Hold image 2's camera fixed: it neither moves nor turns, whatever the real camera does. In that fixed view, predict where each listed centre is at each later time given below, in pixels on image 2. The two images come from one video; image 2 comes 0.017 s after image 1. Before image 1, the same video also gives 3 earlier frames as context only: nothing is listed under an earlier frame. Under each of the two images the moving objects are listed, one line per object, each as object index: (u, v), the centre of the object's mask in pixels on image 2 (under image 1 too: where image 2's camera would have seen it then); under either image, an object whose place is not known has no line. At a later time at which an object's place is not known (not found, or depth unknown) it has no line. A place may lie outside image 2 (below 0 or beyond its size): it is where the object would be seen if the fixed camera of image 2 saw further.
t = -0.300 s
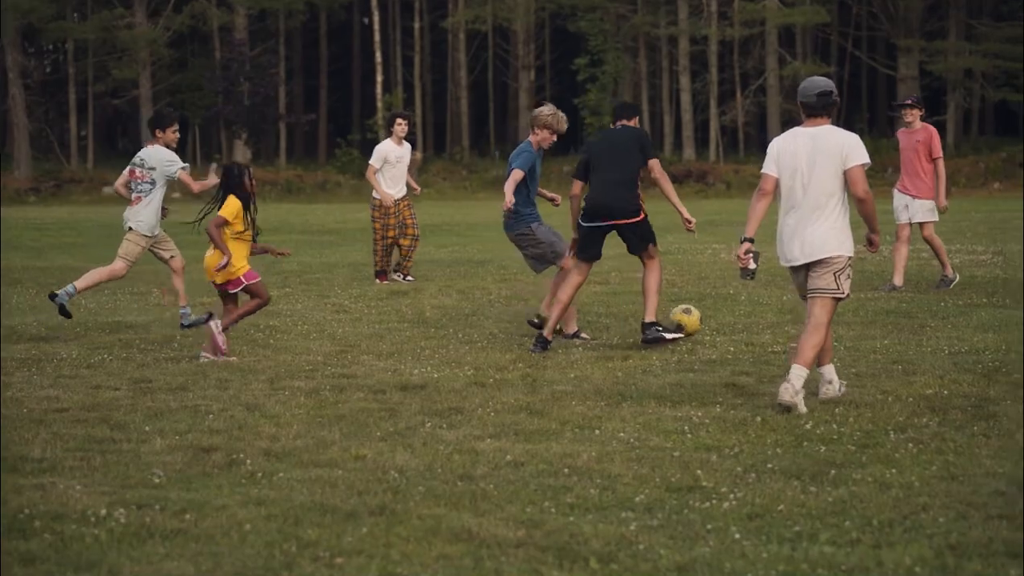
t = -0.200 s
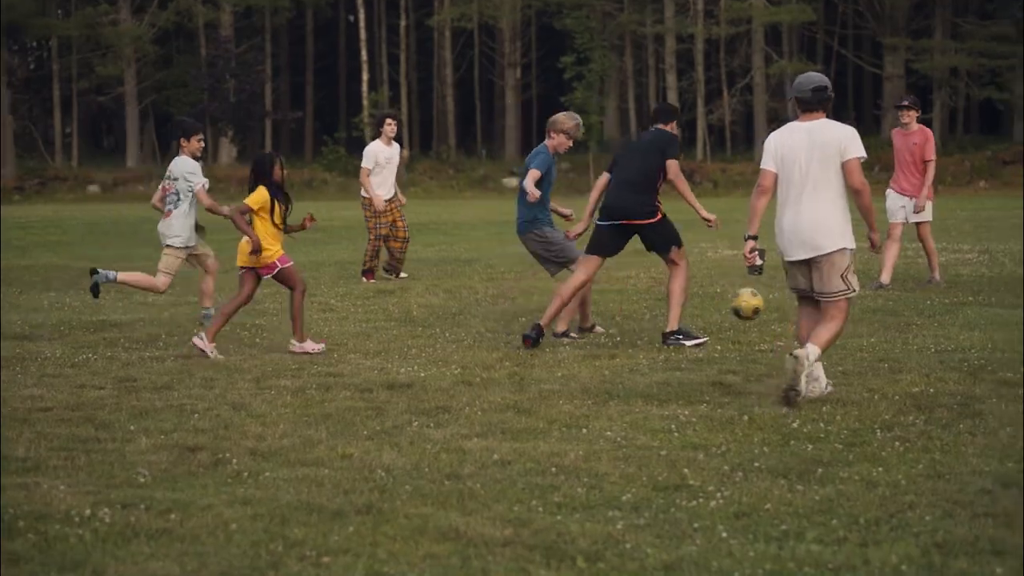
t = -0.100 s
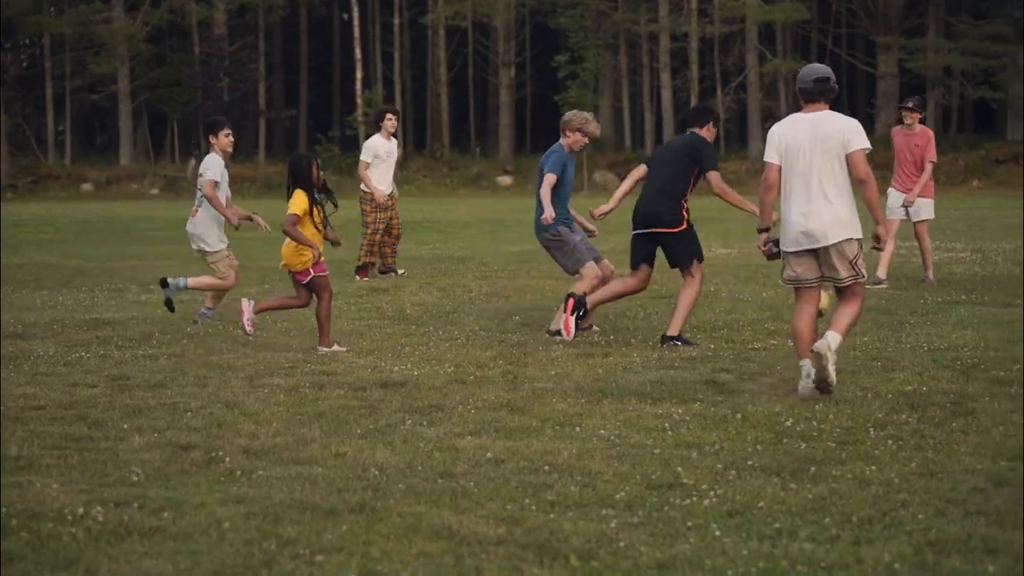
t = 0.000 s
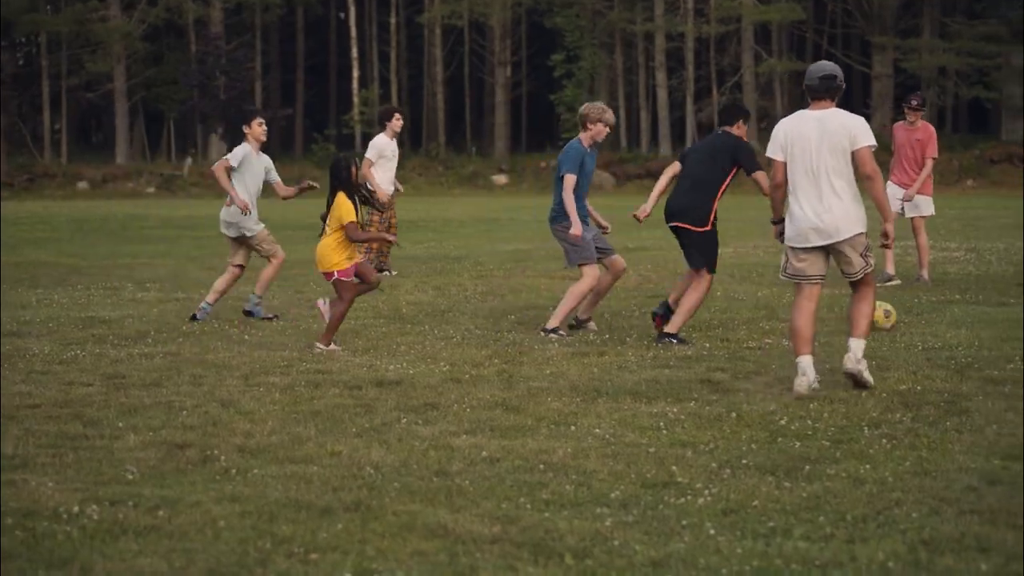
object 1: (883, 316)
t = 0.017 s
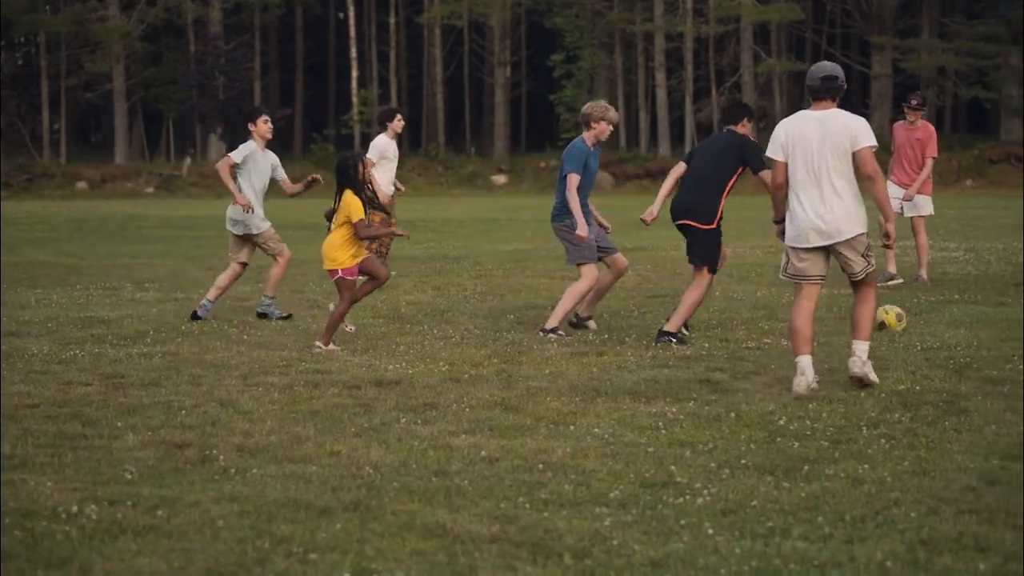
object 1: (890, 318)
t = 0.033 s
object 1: (897, 318)
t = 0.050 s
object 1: (904, 315)
